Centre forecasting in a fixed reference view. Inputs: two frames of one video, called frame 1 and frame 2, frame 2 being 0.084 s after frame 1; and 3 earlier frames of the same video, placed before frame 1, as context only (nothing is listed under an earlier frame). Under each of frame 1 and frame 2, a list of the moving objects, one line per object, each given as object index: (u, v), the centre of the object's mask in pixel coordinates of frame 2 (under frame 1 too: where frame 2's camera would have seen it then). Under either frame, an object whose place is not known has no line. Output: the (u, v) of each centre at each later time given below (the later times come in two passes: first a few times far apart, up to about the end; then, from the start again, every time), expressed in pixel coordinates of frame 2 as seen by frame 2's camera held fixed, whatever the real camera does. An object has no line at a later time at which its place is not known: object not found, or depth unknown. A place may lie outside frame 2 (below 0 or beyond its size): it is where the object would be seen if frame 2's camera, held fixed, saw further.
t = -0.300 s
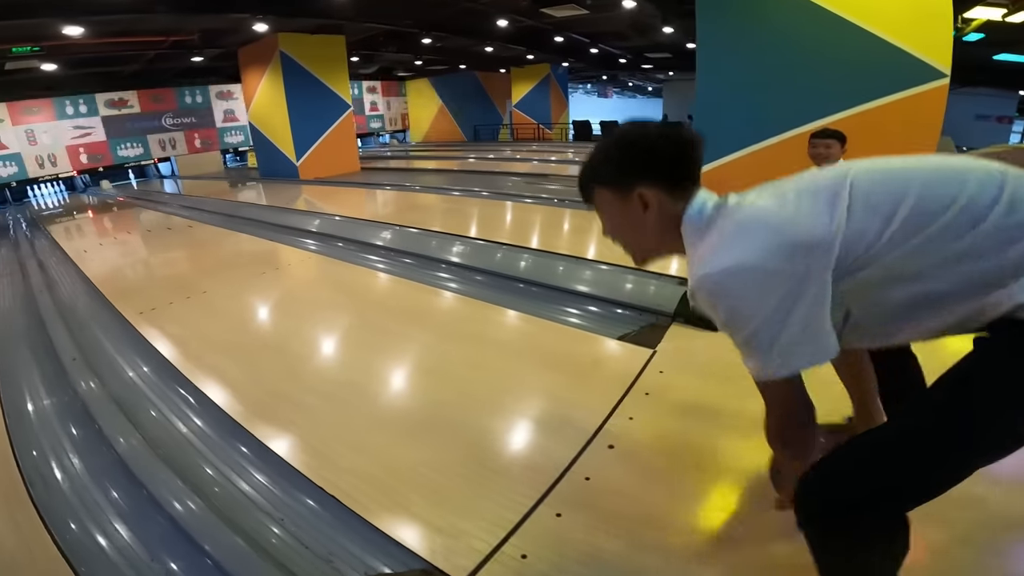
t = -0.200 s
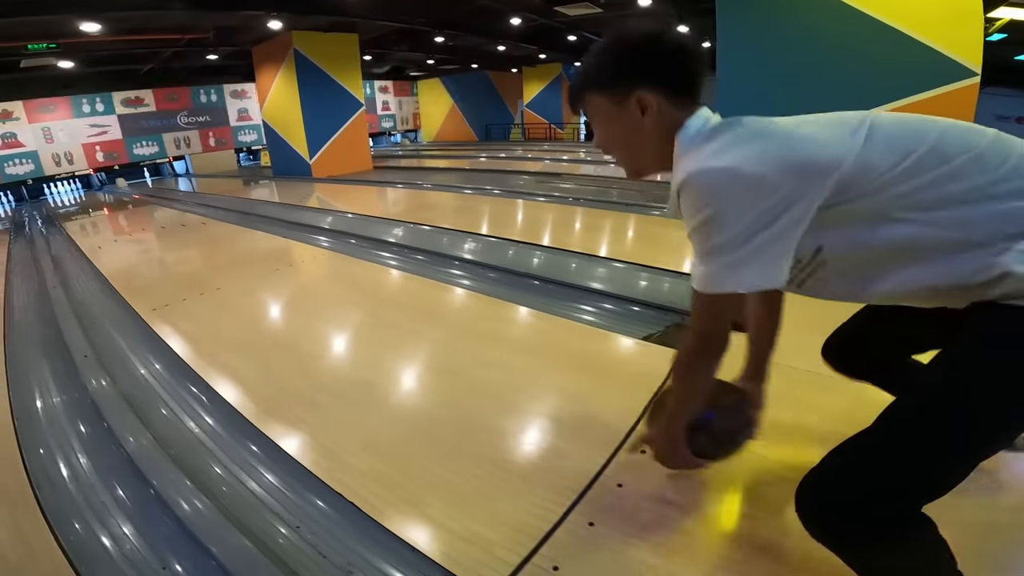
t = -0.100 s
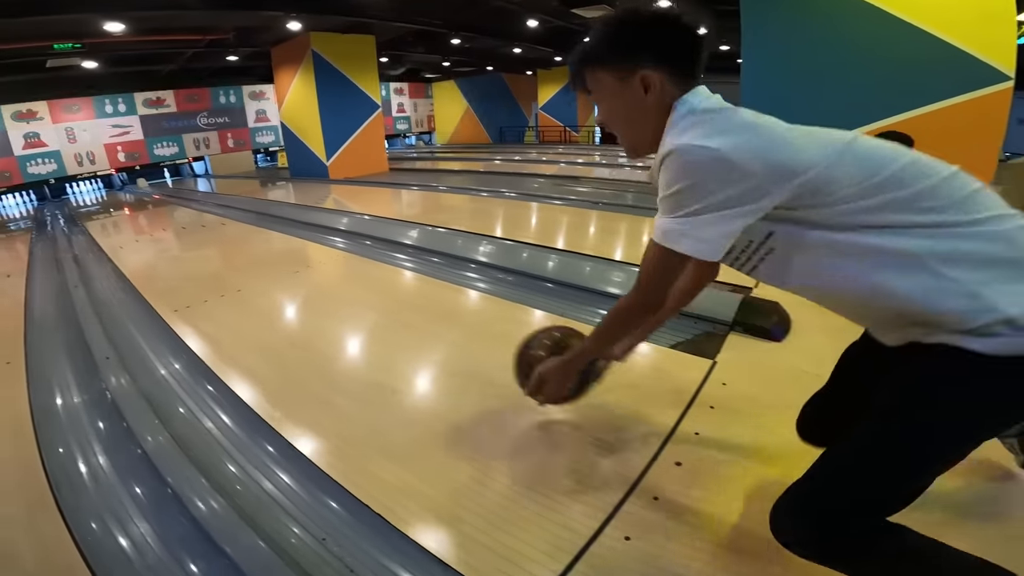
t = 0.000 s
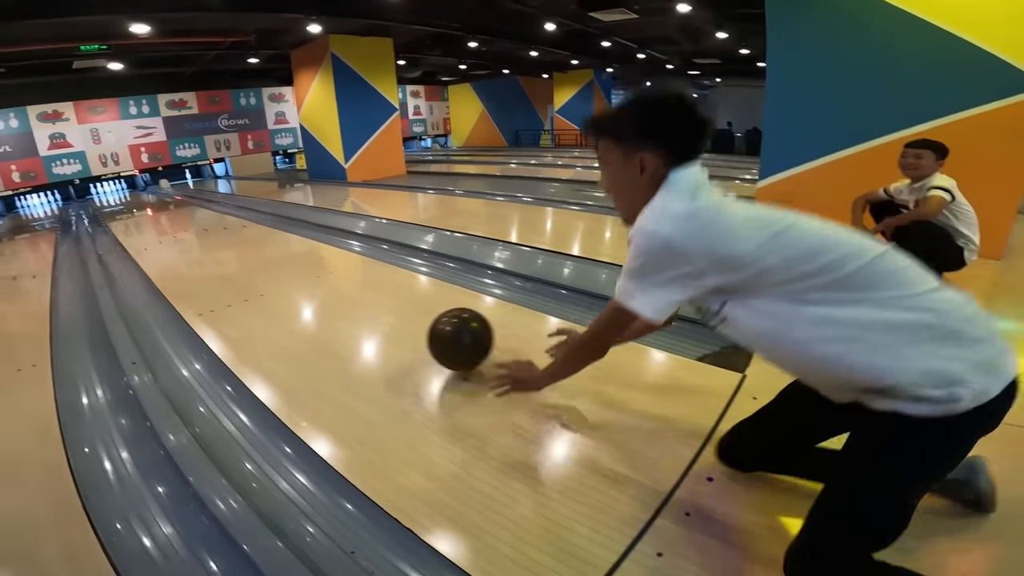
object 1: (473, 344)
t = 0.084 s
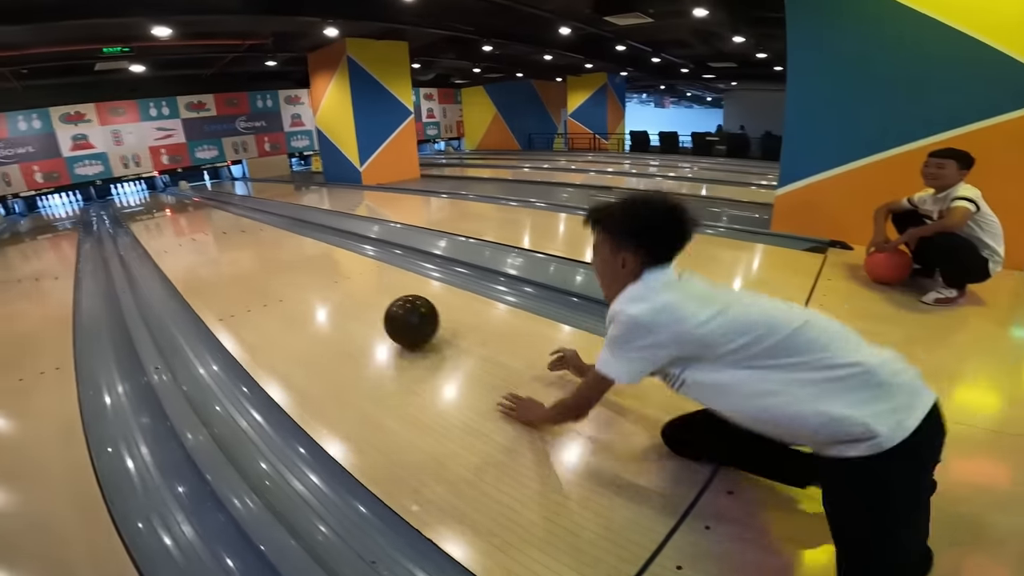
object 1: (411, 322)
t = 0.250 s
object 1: (332, 284)
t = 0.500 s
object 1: (271, 255)
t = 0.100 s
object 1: (401, 317)
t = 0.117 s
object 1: (392, 312)
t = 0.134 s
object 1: (383, 308)
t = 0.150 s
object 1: (374, 305)
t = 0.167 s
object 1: (366, 301)
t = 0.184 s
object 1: (358, 297)
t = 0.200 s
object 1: (351, 294)
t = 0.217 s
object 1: (344, 290)
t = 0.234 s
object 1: (338, 287)
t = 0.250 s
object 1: (332, 284)
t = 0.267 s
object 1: (326, 281)
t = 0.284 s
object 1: (321, 279)
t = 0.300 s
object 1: (316, 277)
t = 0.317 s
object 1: (311, 274)
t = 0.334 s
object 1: (307, 272)
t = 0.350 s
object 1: (302, 270)
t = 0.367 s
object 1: (298, 268)
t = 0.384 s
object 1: (294, 266)
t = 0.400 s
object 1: (291, 265)
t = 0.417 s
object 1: (287, 263)
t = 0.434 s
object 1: (283, 261)
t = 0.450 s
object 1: (280, 259)
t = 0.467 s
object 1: (277, 258)
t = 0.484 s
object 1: (274, 256)
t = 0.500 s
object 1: (271, 255)
